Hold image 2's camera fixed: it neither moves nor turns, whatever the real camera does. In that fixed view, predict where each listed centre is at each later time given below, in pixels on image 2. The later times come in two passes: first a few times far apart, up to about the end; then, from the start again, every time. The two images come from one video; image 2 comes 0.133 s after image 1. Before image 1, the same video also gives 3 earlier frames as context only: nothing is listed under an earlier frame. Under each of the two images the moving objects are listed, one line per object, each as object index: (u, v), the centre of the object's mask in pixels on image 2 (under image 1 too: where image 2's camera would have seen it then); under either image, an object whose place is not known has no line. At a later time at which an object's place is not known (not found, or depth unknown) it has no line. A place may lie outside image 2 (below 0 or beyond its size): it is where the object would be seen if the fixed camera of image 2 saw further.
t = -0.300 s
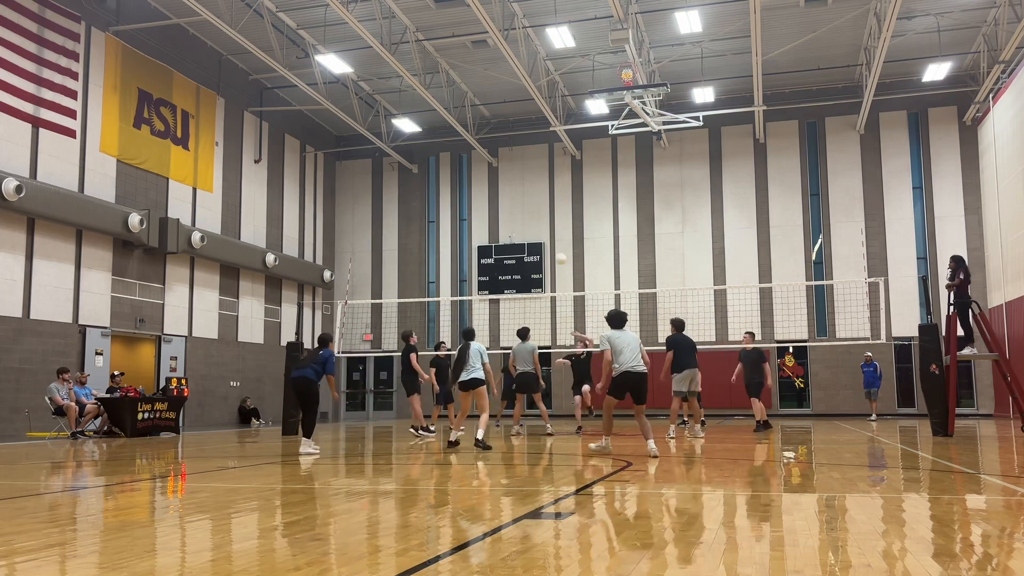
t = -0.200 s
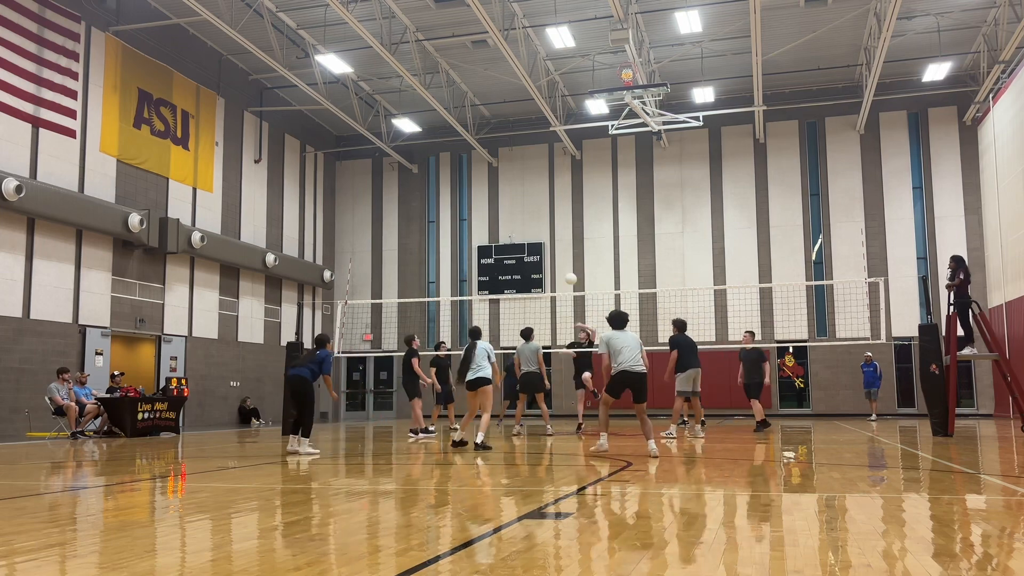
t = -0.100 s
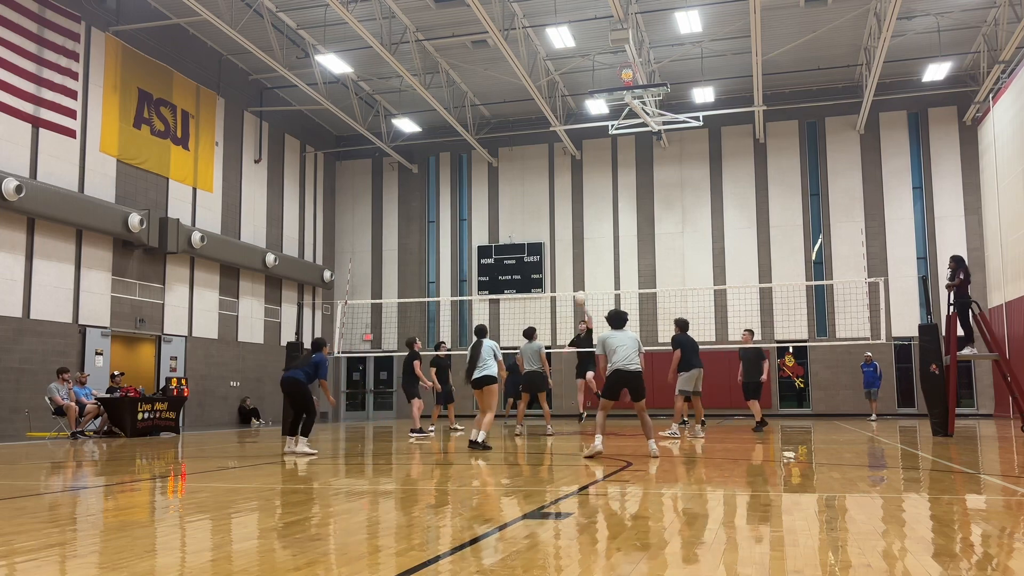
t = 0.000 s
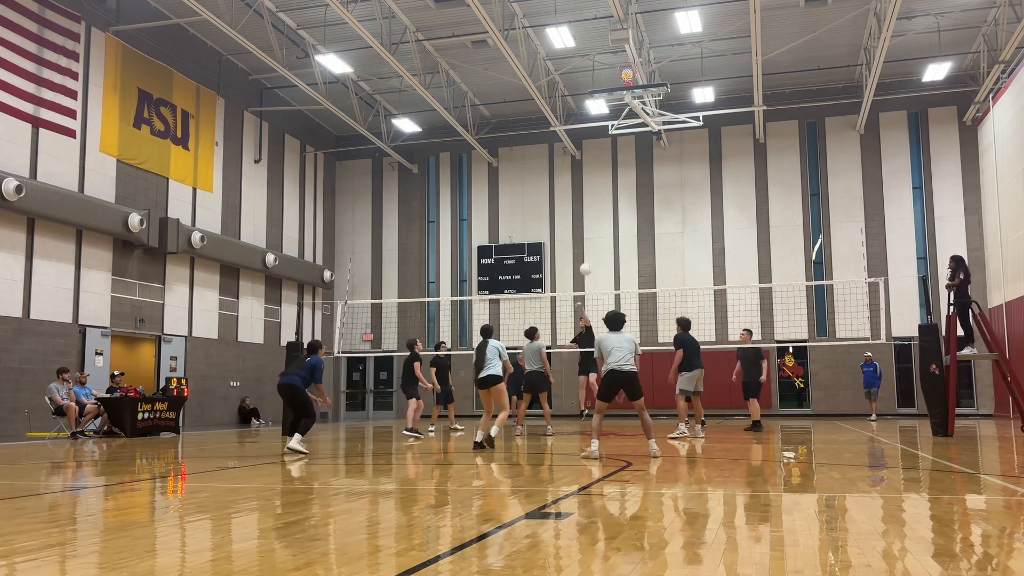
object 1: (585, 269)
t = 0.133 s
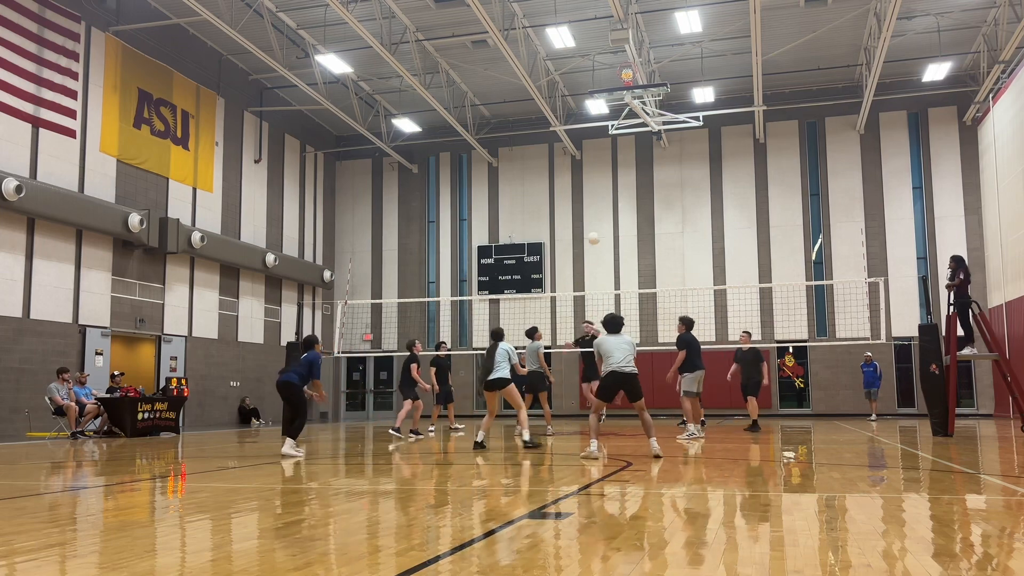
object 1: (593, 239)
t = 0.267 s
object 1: (602, 215)
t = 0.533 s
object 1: (624, 201)
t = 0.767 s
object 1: (650, 230)
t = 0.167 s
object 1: (596, 232)
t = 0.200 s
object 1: (598, 226)
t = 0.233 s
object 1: (600, 220)
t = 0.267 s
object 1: (602, 215)
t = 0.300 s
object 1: (605, 211)
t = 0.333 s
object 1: (607, 208)
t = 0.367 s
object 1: (610, 205)
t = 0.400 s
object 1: (613, 202)
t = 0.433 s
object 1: (615, 201)
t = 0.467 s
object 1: (619, 200)
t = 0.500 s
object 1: (621, 200)
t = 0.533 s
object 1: (624, 201)
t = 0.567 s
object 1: (628, 202)
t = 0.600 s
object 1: (631, 204)
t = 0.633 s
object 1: (635, 207)
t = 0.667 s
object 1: (638, 212)
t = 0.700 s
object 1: (642, 217)
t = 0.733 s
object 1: (646, 223)
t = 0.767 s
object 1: (650, 230)
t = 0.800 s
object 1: (655, 238)
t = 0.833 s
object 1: (659, 248)
